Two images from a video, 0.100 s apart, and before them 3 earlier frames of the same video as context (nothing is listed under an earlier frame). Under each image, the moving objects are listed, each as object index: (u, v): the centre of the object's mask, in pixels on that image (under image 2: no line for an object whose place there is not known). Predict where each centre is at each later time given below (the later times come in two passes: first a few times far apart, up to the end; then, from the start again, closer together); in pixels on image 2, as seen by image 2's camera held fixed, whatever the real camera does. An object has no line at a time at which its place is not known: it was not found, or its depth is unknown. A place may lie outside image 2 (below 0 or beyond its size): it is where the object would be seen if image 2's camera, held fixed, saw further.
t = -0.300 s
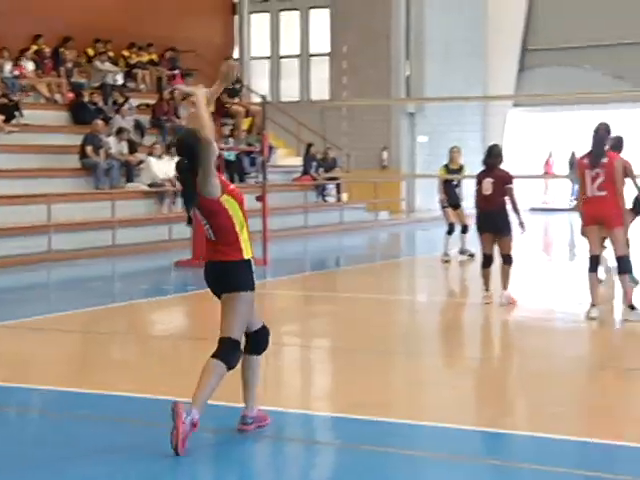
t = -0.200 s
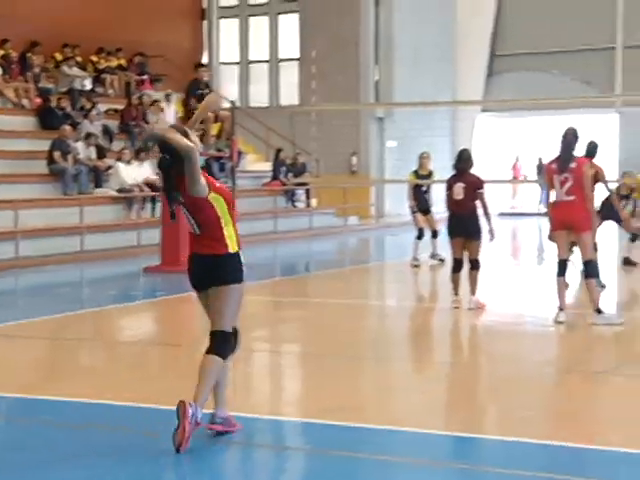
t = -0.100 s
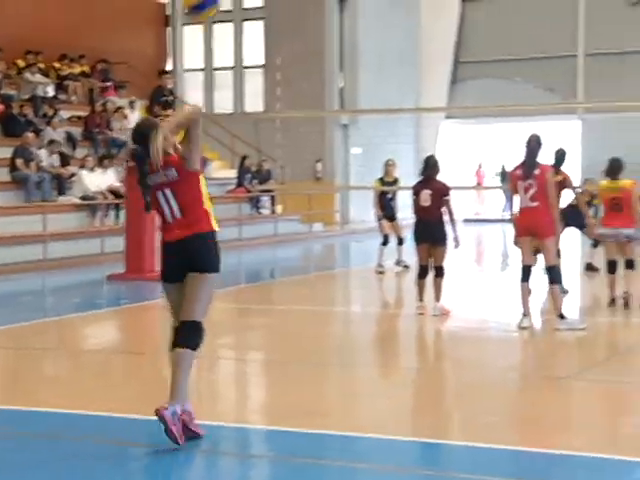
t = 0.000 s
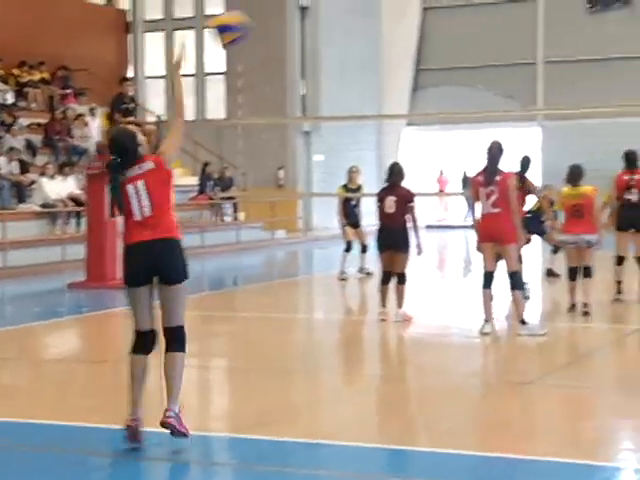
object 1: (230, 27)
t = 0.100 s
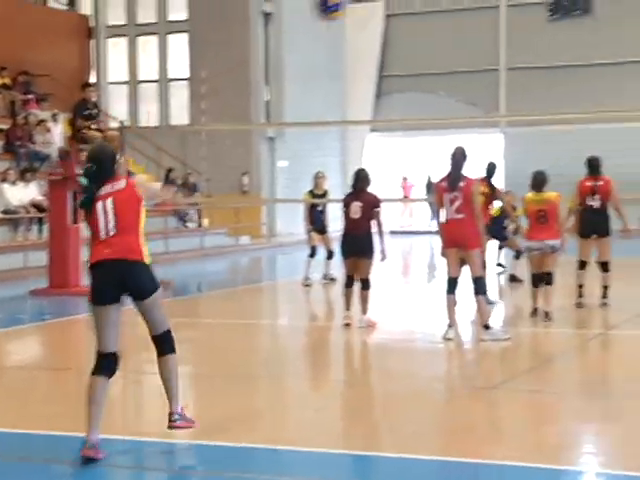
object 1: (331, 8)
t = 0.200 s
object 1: (432, 0)
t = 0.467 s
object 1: (608, 24)
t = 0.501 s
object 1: (625, 31)
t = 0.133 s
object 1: (368, 5)
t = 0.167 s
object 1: (403, 2)
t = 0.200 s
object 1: (432, 0)
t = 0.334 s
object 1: (534, 1)
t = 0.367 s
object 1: (555, 7)
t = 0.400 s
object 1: (574, 11)
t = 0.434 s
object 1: (591, 17)
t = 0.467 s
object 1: (608, 24)
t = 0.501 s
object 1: (625, 31)
